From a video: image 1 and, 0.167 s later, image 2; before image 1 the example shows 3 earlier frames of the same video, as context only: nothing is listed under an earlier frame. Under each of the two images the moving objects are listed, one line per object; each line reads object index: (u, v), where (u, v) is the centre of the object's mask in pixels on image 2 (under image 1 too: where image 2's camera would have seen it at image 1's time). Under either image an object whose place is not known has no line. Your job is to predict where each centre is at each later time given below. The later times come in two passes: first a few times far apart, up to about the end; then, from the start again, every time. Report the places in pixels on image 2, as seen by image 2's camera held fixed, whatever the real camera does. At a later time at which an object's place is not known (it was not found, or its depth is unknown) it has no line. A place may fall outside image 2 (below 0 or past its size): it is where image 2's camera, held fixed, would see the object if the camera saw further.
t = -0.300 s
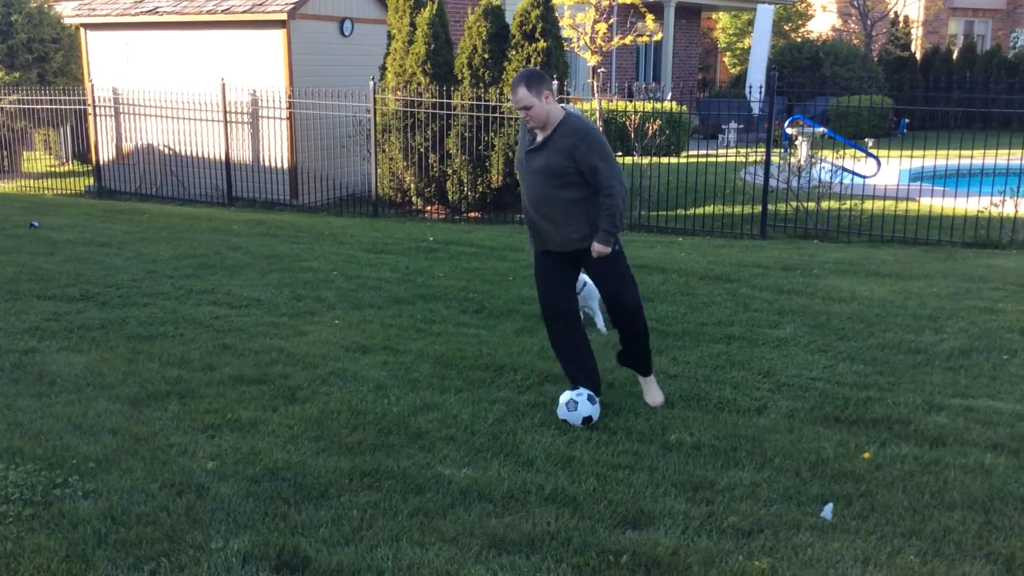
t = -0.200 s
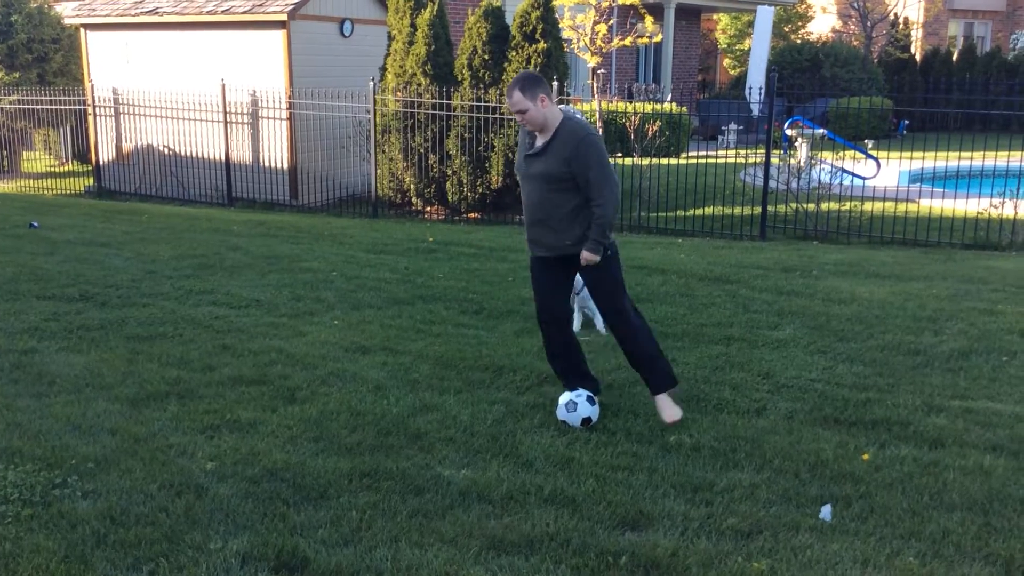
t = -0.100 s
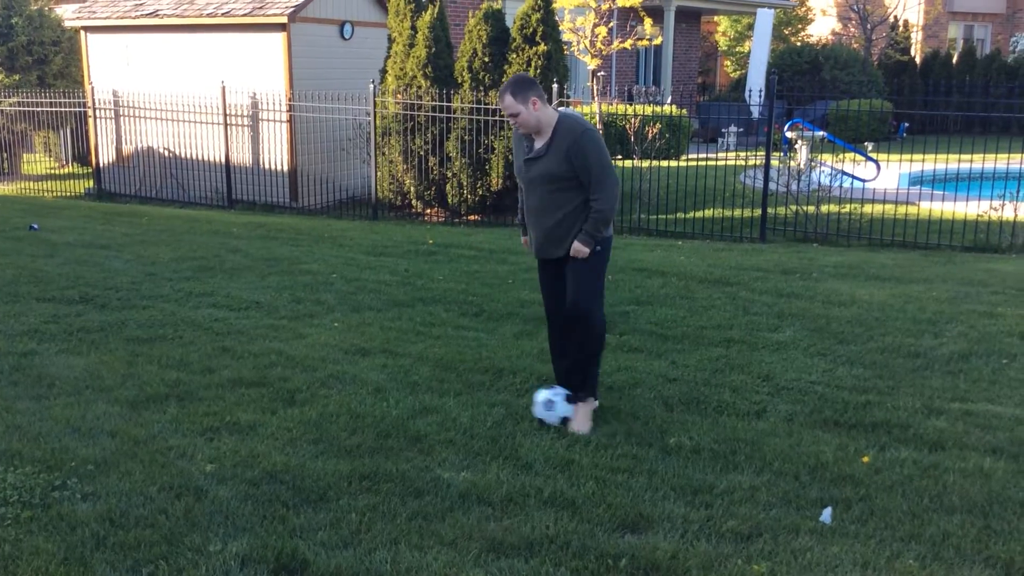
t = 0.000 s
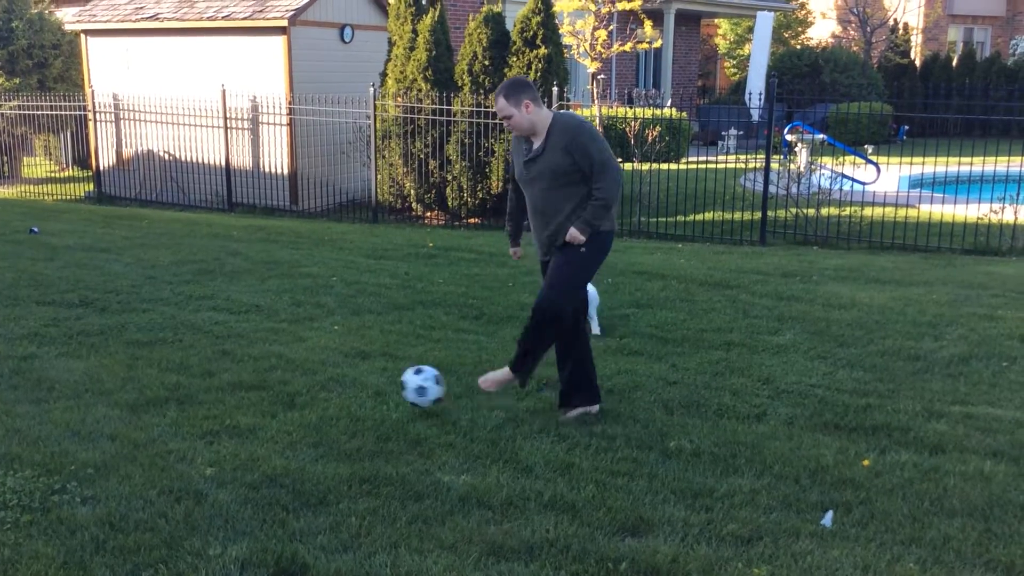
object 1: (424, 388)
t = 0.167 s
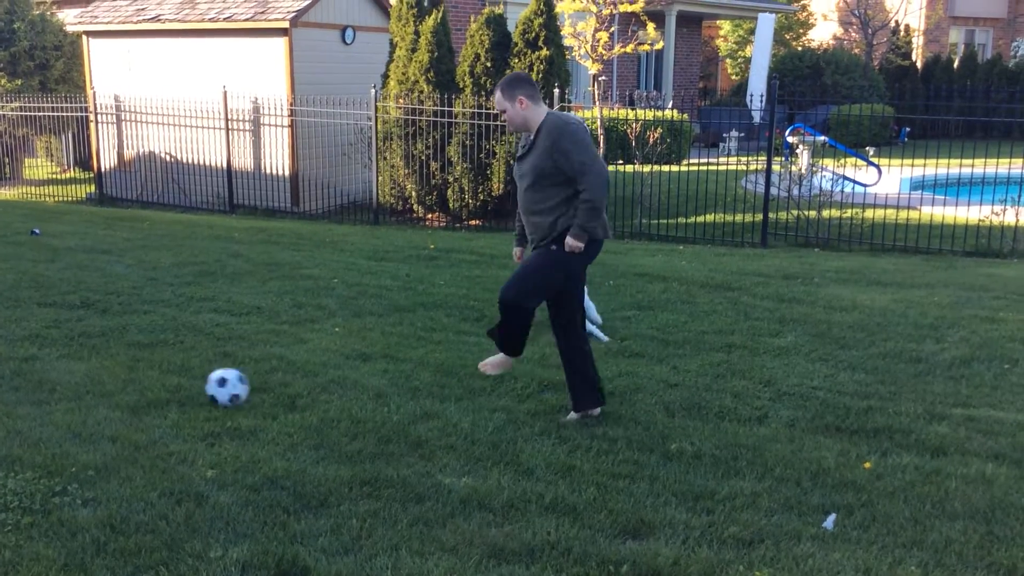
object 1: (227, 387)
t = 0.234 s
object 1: (170, 376)
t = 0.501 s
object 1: (-9, 361)
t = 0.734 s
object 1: (-127, 353)
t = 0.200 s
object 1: (198, 382)
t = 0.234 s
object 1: (170, 376)
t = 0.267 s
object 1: (144, 372)
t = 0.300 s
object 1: (117, 370)
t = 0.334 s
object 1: (92, 370)
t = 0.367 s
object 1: (68, 371)
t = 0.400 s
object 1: (46, 369)
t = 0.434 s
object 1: (27, 366)
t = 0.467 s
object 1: (8, 362)
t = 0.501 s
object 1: (-9, 361)
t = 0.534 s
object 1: (-23, 361)
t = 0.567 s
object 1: (-36, 361)
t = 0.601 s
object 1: (-51, 360)
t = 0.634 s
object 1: (-73, 359)
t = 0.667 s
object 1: (-95, 358)
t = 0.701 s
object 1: (-113, 355)
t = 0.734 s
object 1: (-127, 353)
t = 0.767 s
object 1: (-142, 352)
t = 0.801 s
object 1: (-156, 351)
